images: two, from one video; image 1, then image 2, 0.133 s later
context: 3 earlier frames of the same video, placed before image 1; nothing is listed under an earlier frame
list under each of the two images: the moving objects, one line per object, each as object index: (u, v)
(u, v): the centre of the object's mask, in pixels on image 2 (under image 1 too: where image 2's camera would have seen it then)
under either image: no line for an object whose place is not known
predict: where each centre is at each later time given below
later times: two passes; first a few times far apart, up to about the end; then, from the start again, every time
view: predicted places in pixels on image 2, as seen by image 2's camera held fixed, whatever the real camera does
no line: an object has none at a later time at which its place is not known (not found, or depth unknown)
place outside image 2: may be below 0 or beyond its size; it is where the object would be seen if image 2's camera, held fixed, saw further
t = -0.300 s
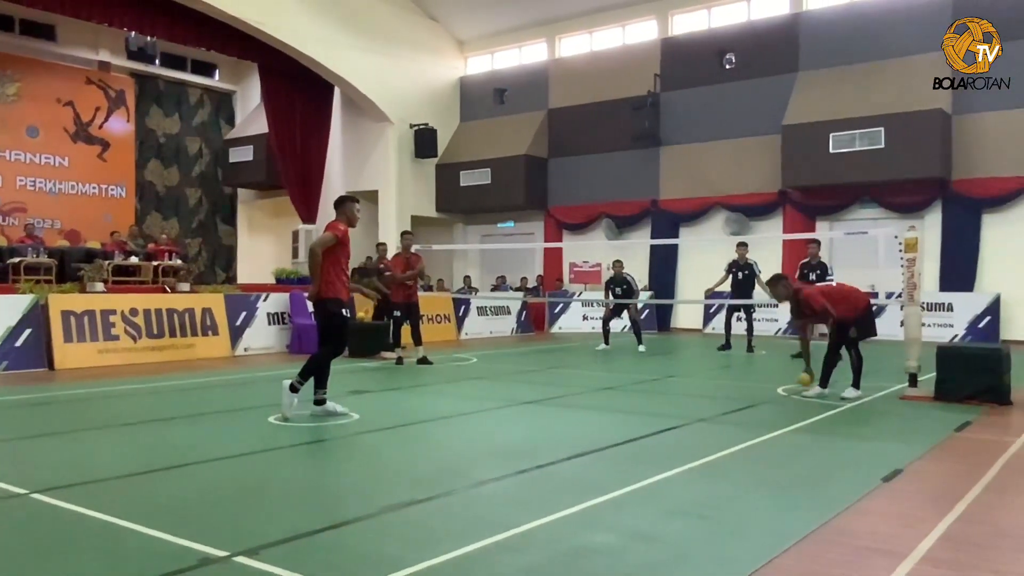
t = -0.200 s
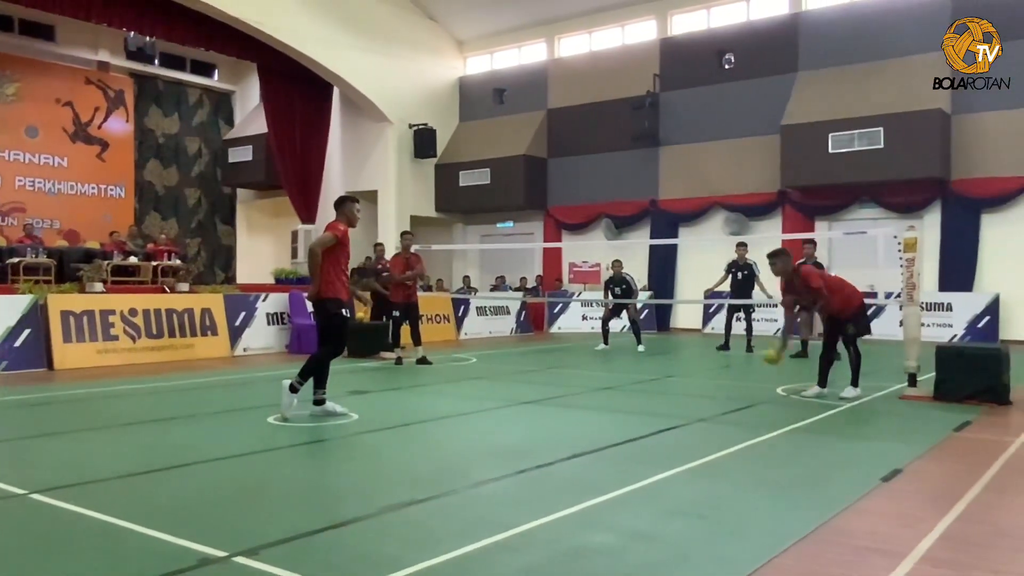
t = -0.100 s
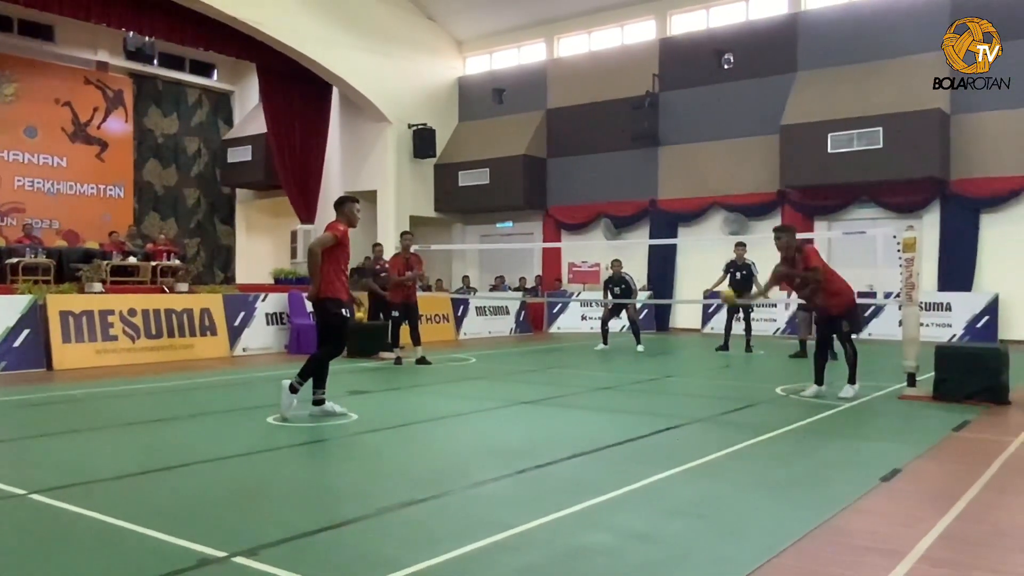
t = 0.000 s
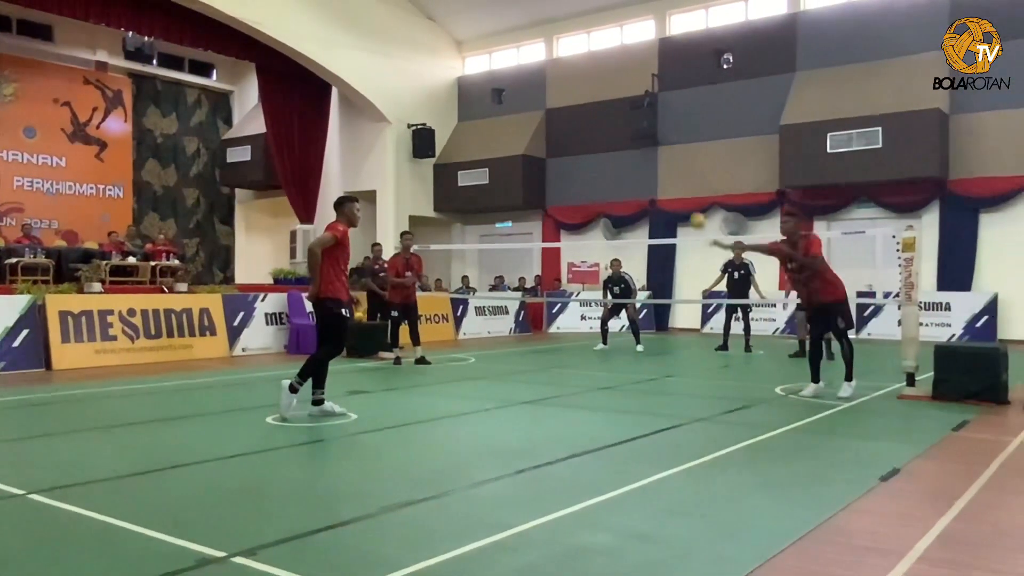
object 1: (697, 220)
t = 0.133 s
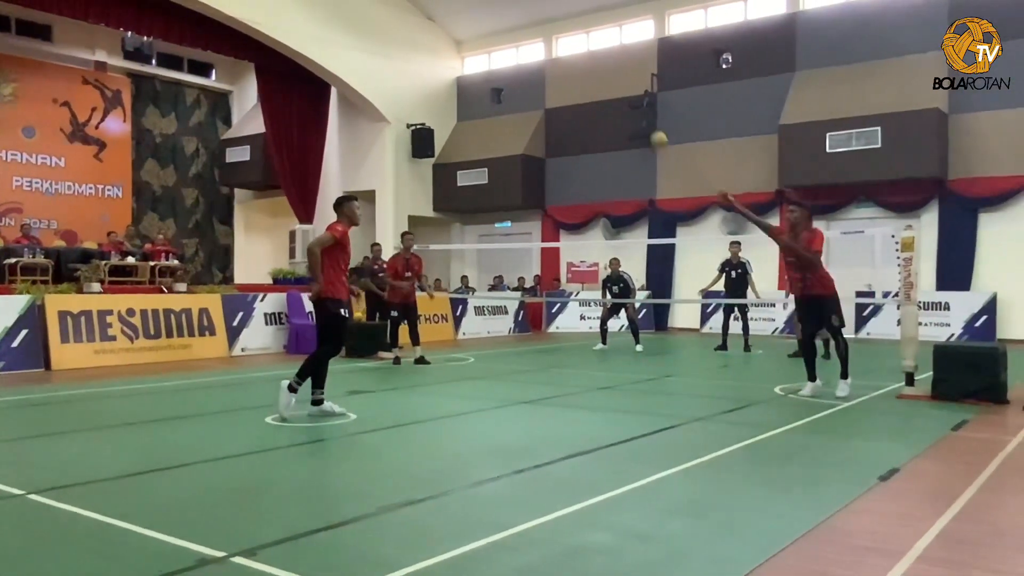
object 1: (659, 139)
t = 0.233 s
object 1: (630, 89)
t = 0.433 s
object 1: (568, 25)
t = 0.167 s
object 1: (649, 121)
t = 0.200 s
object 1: (640, 104)
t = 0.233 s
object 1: (630, 89)
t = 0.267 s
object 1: (620, 75)
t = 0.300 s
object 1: (610, 63)
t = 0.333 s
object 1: (600, 48)
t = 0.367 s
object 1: (589, 40)
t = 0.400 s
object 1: (578, 32)
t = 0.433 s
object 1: (568, 25)
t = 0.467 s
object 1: (557, 18)
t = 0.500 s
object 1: (547, 12)
